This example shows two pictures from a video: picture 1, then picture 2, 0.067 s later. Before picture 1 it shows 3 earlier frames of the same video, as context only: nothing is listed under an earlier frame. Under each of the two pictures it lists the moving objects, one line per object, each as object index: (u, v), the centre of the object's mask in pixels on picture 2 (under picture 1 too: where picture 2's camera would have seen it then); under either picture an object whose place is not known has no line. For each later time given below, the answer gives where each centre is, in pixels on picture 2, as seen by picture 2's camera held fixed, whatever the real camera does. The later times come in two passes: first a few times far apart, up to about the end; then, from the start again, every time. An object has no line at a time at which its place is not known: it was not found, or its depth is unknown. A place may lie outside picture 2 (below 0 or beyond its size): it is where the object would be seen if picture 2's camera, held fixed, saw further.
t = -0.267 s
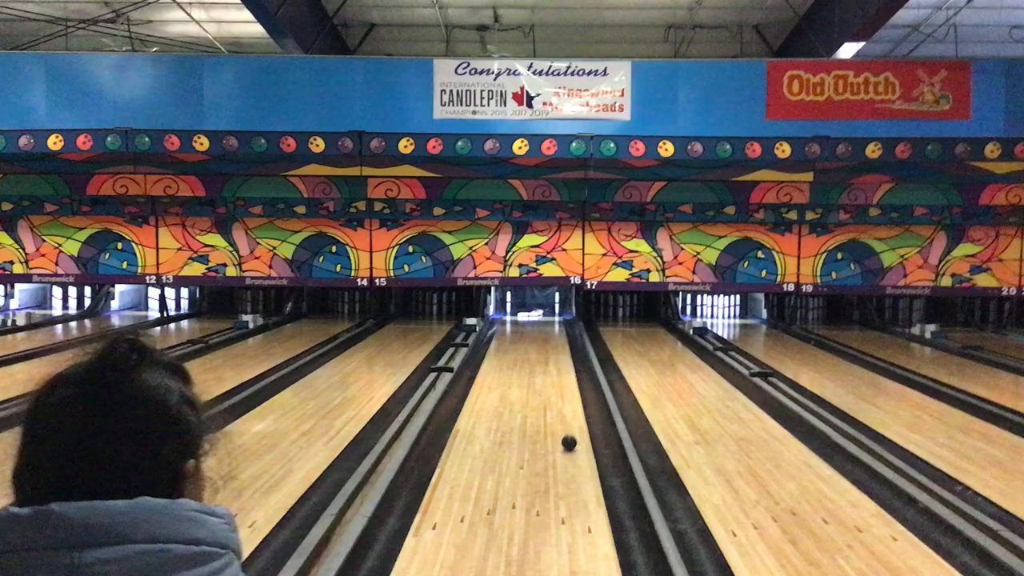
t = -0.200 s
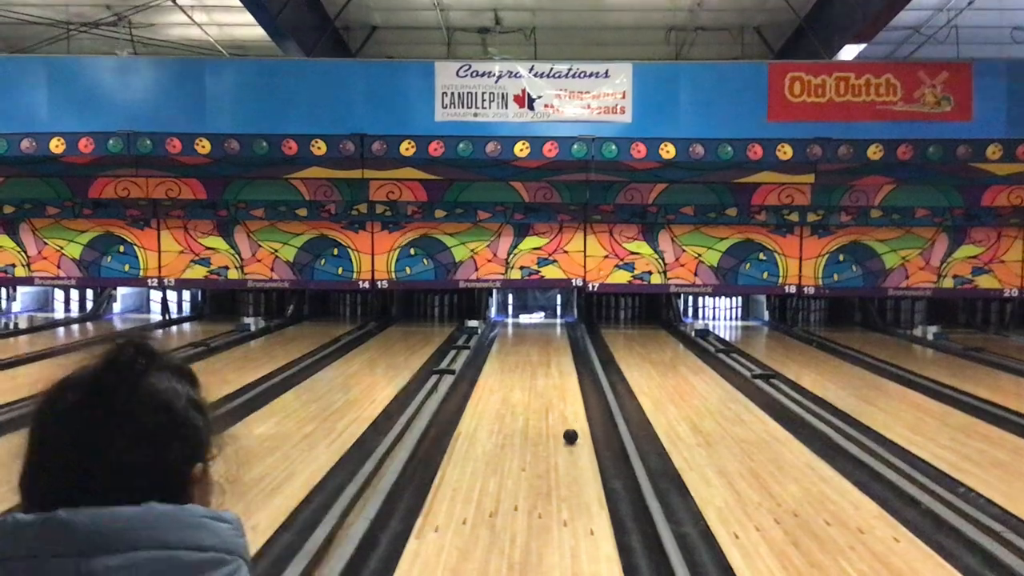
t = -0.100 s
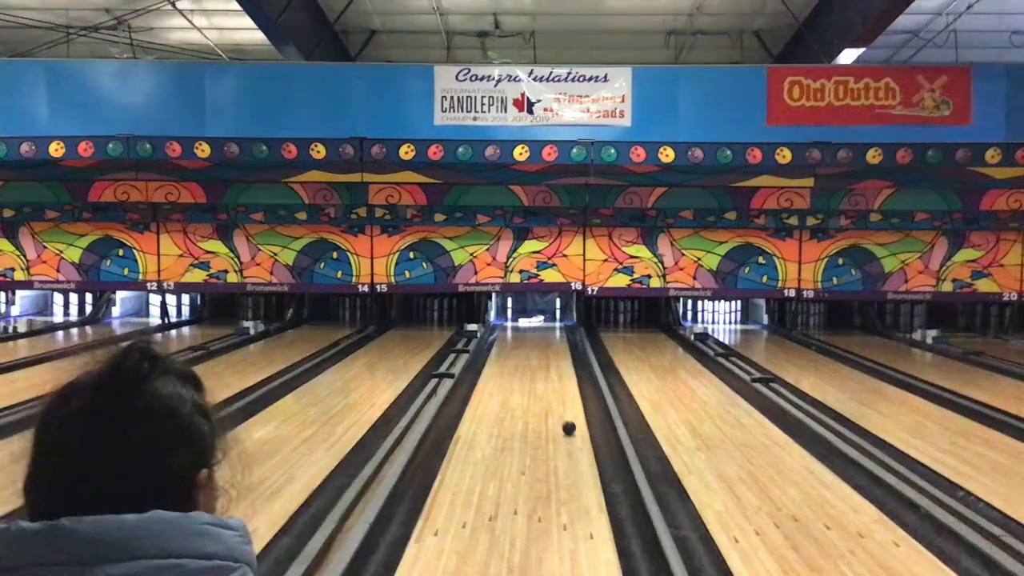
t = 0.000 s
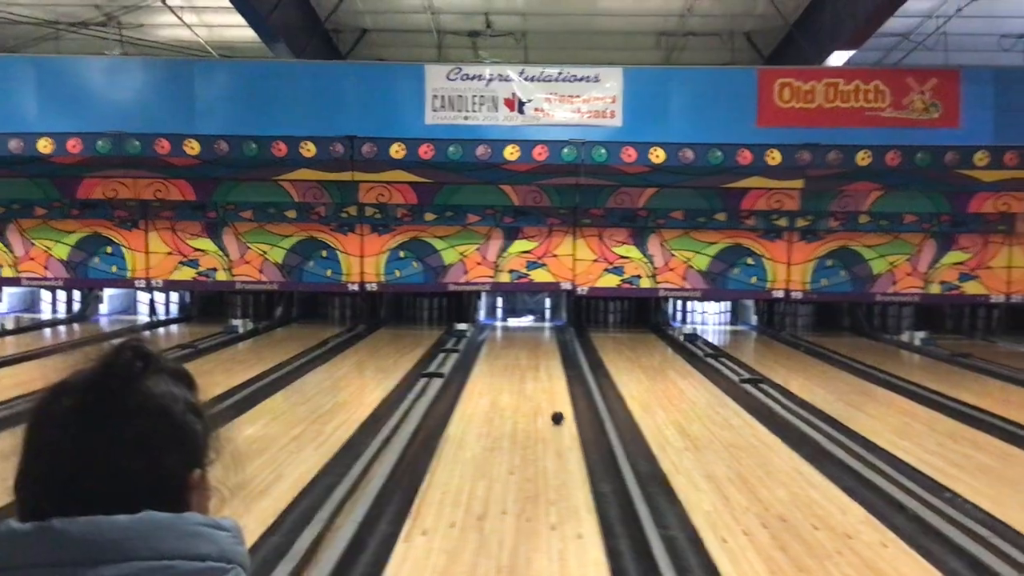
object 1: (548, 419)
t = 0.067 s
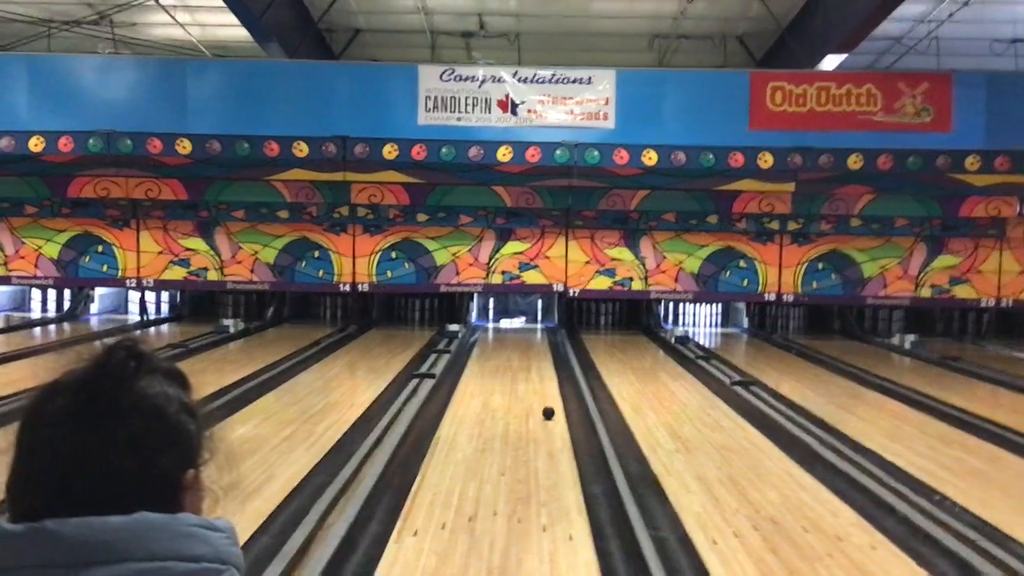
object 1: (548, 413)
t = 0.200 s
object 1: (547, 401)
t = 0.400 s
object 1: (546, 386)
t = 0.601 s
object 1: (545, 374)
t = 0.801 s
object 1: (544, 363)
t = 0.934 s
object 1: (543, 357)
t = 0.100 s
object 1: (548, 410)
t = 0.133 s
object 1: (548, 407)
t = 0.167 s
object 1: (548, 404)
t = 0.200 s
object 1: (547, 401)
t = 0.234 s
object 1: (547, 398)
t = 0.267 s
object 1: (547, 396)
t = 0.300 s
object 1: (547, 393)
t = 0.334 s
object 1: (546, 391)
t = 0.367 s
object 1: (546, 389)
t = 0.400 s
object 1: (546, 386)
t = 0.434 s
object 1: (546, 384)
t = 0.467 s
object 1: (546, 382)
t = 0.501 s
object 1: (546, 380)
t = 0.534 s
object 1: (546, 378)
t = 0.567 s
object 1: (545, 376)
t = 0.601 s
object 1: (545, 374)
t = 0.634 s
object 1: (545, 372)
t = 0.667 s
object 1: (545, 370)
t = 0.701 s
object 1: (545, 368)
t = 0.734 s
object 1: (544, 366)
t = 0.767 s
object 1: (544, 365)
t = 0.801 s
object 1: (544, 363)
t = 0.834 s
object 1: (544, 362)
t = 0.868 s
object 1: (544, 360)
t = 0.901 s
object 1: (544, 359)
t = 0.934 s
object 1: (543, 357)
